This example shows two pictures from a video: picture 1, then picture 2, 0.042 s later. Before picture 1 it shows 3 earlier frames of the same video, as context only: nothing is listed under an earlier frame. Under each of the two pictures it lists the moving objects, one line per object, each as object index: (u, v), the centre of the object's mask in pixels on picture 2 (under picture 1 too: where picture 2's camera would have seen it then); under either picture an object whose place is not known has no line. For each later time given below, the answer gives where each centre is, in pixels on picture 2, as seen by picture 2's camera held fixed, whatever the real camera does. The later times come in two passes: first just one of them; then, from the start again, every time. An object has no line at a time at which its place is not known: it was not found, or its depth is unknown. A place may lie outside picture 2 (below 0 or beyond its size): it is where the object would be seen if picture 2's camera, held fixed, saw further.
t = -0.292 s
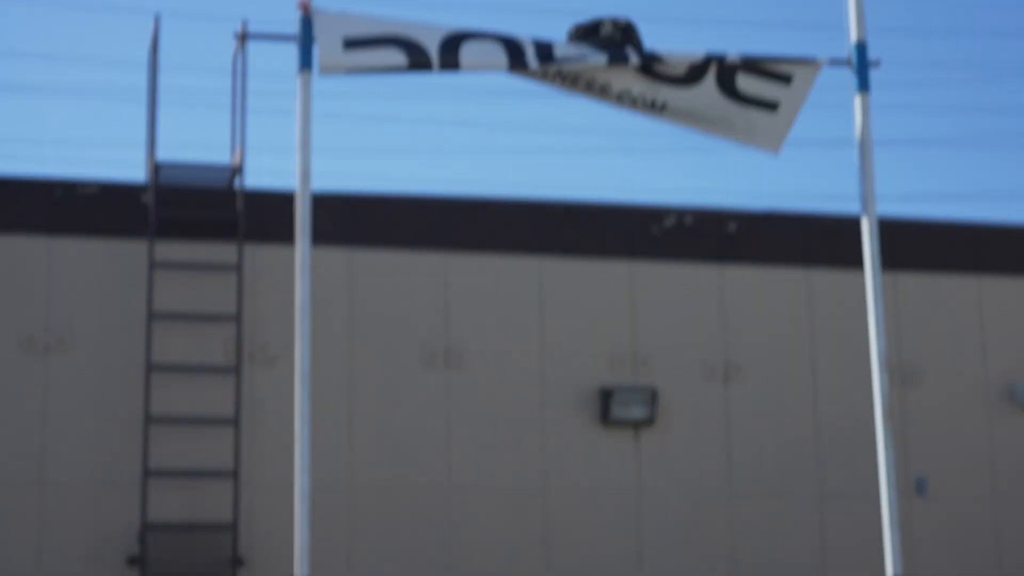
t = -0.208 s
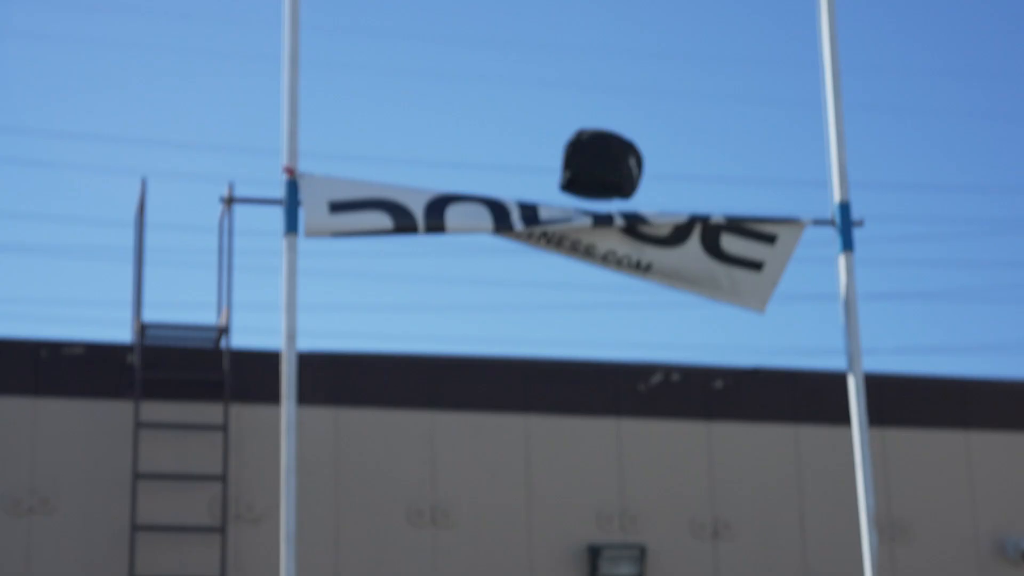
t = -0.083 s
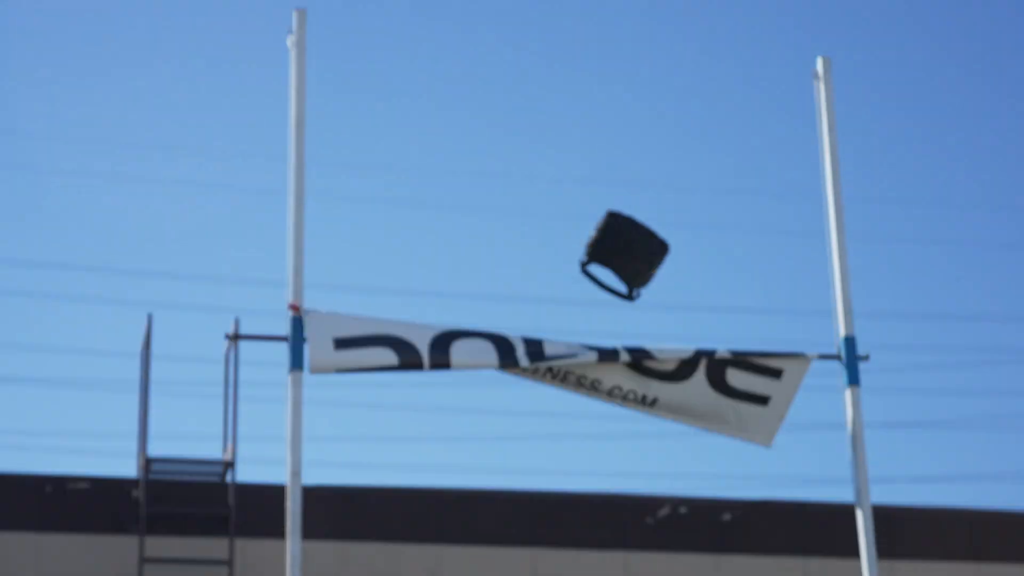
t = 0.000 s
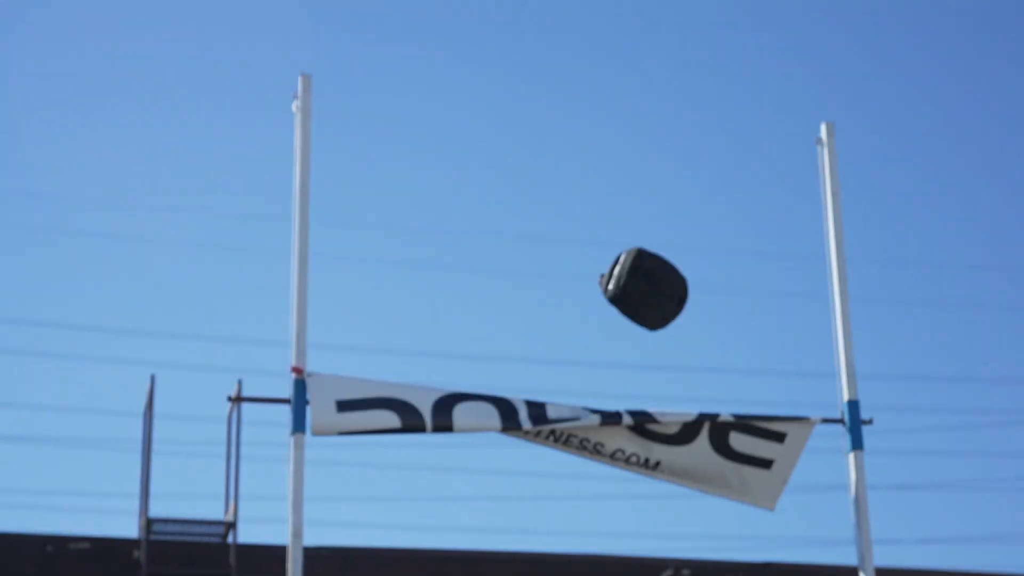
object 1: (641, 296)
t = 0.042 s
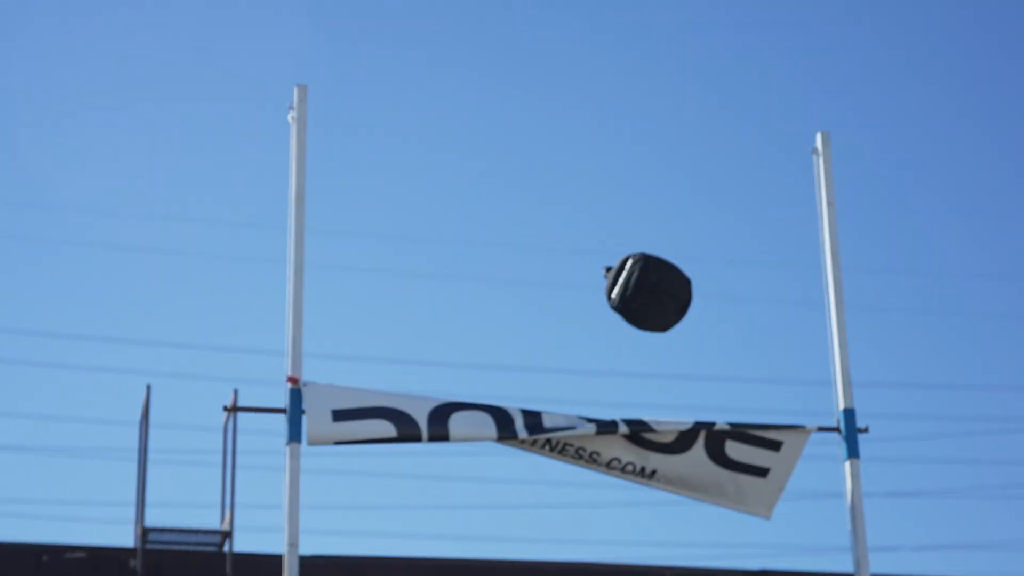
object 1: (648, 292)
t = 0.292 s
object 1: (706, 342)
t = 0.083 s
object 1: (655, 289)
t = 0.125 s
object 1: (662, 287)
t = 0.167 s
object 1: (671, 290)
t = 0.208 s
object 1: (683, 302)
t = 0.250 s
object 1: (695, 321)
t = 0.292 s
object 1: (706, 342)
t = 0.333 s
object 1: (716, 365)
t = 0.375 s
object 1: (727, 393)
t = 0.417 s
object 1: (738, 427)
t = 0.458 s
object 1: (750, 469)
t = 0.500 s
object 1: (764, 513)
